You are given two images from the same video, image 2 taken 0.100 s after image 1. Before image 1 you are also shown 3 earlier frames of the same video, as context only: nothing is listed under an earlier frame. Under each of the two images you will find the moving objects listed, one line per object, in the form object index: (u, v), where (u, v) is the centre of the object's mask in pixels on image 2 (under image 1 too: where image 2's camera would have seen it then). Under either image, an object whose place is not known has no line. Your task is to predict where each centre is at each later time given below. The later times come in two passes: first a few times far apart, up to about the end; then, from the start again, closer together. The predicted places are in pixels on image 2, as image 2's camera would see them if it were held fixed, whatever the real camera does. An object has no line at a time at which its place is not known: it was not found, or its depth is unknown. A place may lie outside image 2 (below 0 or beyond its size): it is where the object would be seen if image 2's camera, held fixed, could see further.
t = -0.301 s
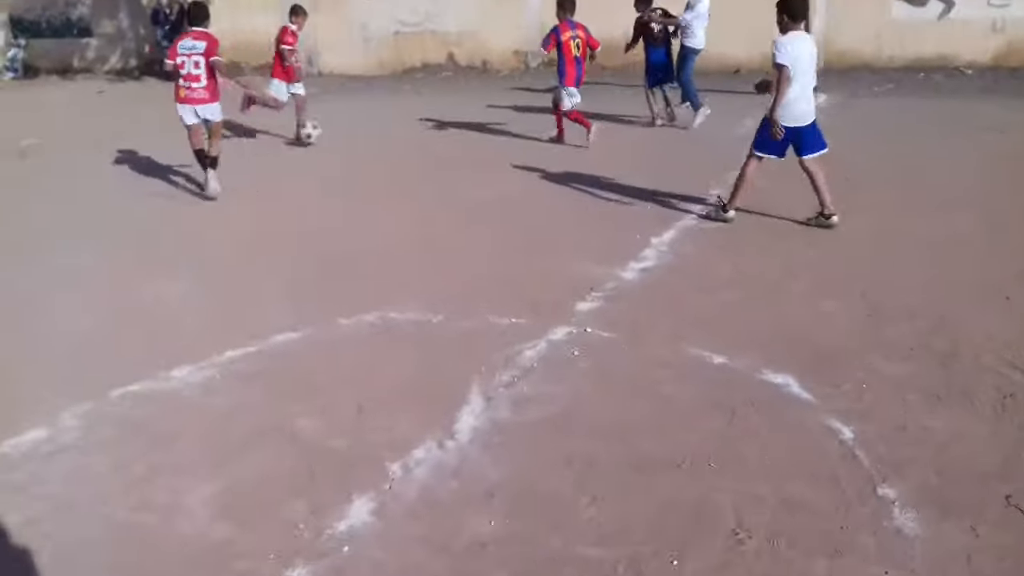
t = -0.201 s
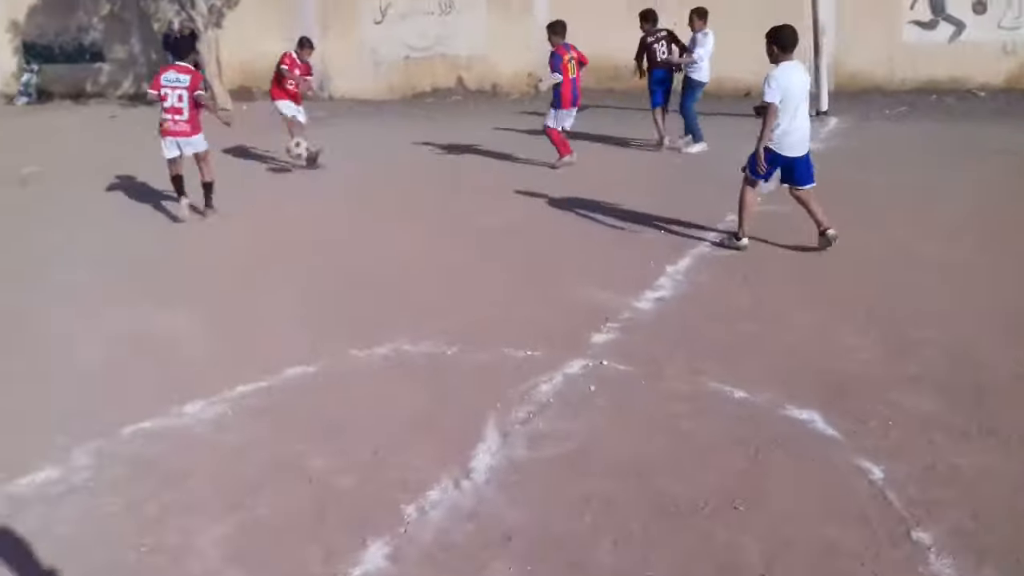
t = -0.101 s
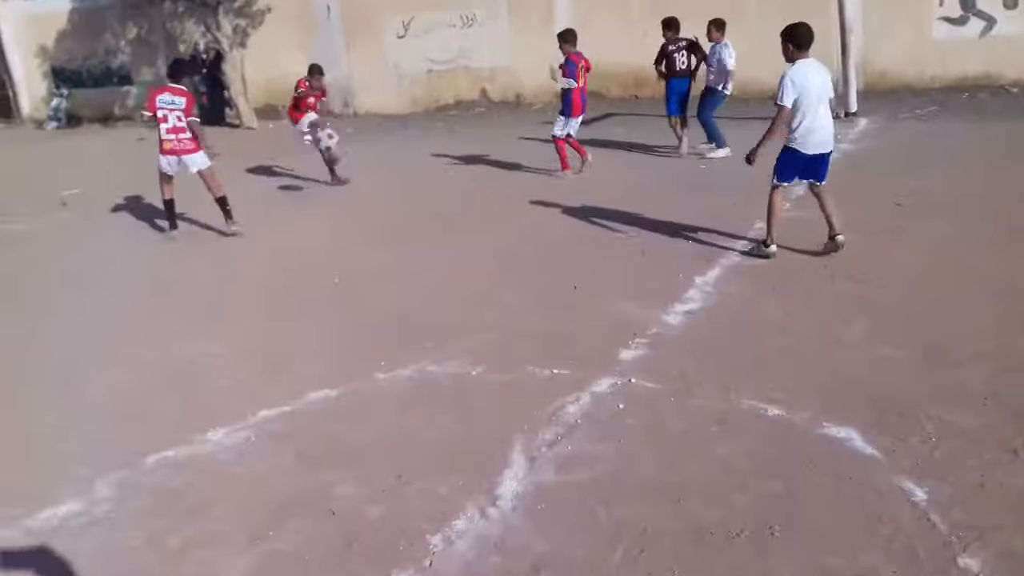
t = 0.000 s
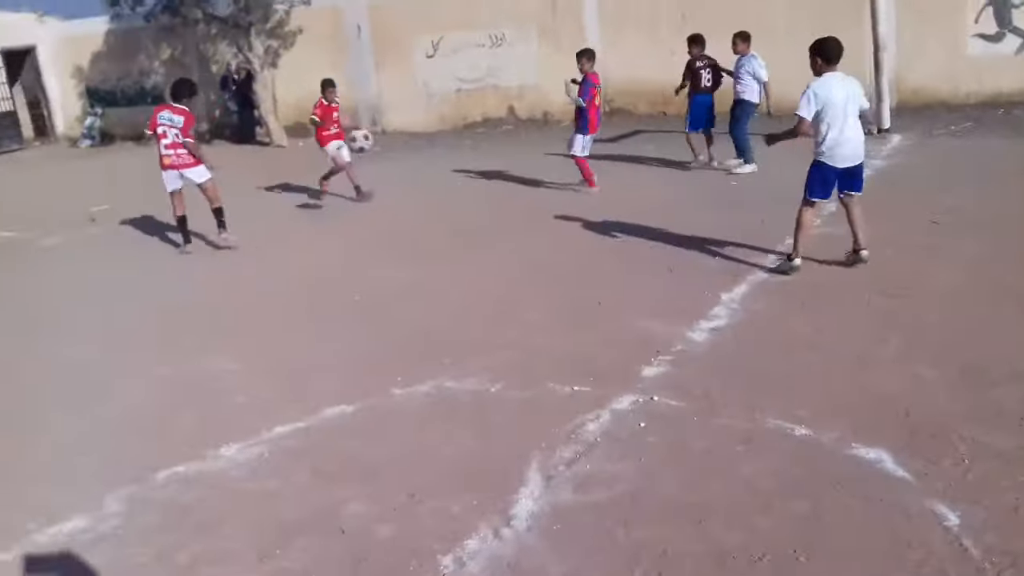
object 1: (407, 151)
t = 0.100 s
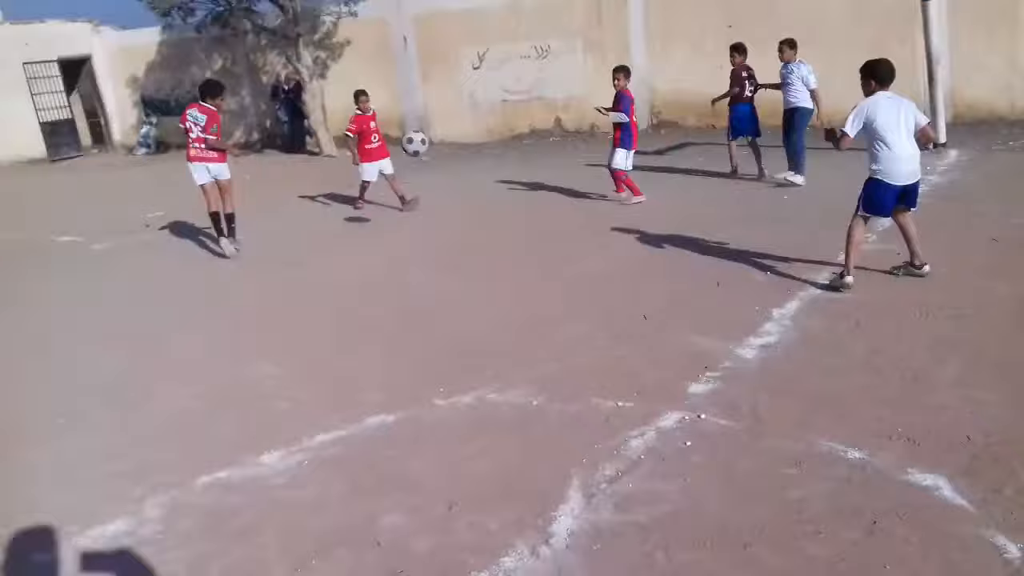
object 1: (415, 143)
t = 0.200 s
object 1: (423, 148)
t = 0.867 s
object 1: (412, 218)
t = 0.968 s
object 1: (390, 231)
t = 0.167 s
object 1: (421, 145)
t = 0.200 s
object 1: (423, 148)
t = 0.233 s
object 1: (427, 152)
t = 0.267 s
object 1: (431, 158)
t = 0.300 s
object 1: (436, 166)
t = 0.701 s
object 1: (450, 234)
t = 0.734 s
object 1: (441, 228)
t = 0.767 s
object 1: (434, 223)
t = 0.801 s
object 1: (428, 219)
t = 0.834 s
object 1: (420, 218)
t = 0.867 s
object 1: (412, 218)
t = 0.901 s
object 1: (405, 221)
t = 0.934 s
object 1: (397, 225)
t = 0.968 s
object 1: (390, 231)
